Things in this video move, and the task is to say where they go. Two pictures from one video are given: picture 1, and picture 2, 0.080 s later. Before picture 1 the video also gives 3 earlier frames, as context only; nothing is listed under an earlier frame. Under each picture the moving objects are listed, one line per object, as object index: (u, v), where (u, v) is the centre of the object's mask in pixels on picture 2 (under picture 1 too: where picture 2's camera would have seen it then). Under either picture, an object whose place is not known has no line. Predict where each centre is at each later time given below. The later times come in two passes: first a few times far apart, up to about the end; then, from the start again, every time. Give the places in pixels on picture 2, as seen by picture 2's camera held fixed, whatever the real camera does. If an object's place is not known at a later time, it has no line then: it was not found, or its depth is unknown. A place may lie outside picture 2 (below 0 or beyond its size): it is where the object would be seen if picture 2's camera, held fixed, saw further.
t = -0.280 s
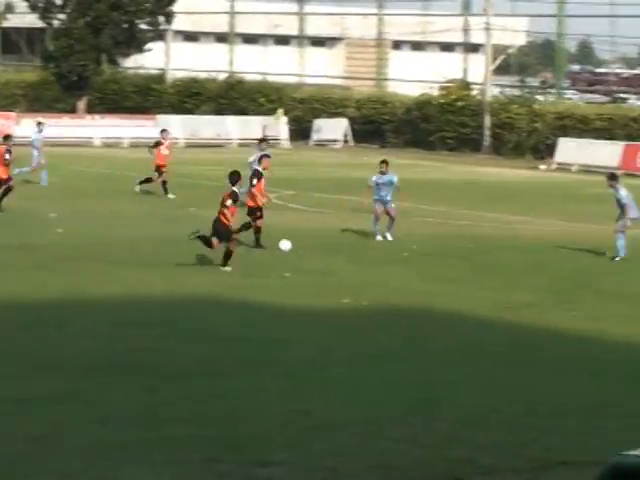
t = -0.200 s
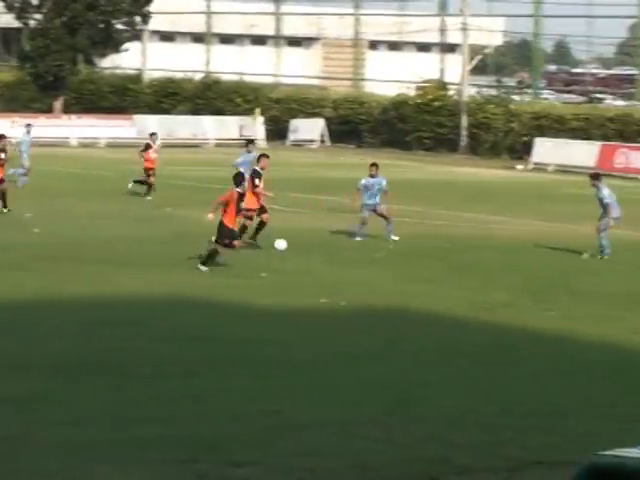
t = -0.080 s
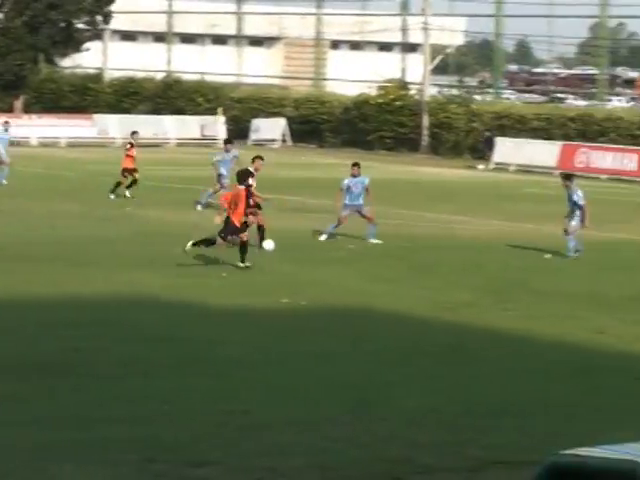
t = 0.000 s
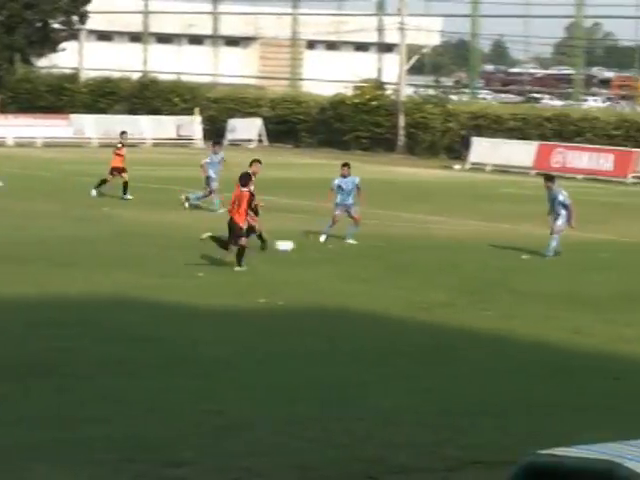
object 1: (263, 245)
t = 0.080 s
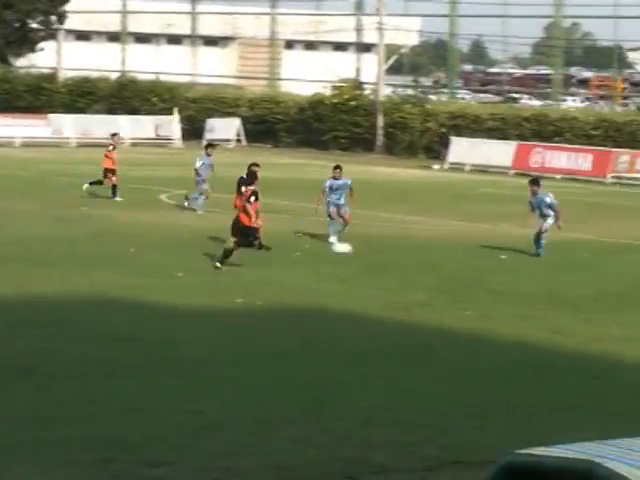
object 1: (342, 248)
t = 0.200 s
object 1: (456, 254)
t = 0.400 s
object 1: (631, 260)
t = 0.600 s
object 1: (786, 265)
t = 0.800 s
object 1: (922, 269)
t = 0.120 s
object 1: (381, 249)
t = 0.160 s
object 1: (419, 252)
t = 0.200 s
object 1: (456, 254)
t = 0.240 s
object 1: (492, 254)
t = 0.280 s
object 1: (528, 256)
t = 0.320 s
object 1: (563, 258)
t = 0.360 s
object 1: (598, 259)
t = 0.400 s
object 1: (631, 260)
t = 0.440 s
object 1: (662, 259)
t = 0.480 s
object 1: (693, 259)
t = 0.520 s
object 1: (725, 260)
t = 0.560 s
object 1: (756, 262)
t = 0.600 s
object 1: (786, 265)
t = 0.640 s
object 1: (814, 265)
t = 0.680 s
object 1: (840, 264)
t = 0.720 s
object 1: (867, 266)
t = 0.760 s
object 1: (894, 267)
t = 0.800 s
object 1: (922, 269)
